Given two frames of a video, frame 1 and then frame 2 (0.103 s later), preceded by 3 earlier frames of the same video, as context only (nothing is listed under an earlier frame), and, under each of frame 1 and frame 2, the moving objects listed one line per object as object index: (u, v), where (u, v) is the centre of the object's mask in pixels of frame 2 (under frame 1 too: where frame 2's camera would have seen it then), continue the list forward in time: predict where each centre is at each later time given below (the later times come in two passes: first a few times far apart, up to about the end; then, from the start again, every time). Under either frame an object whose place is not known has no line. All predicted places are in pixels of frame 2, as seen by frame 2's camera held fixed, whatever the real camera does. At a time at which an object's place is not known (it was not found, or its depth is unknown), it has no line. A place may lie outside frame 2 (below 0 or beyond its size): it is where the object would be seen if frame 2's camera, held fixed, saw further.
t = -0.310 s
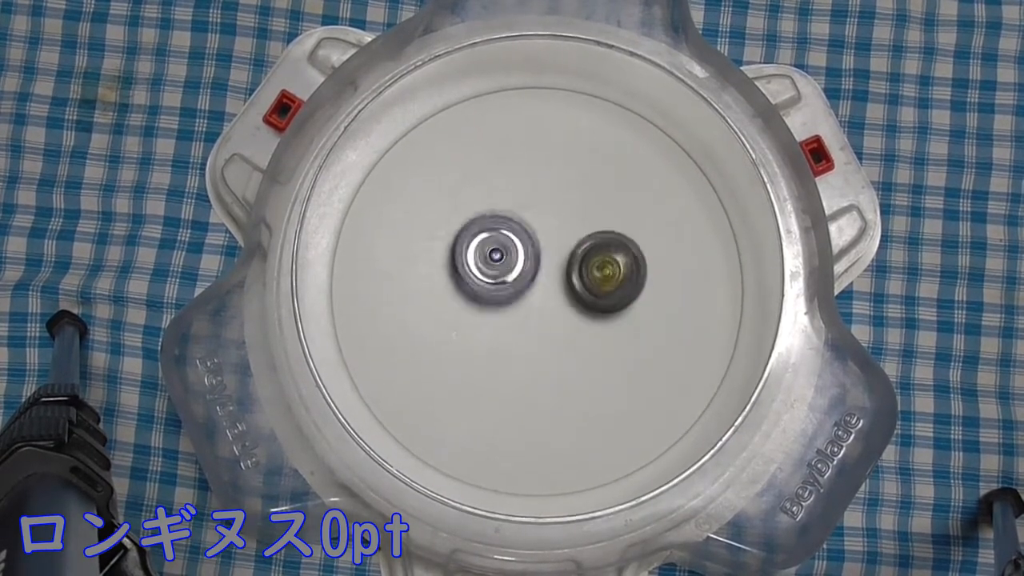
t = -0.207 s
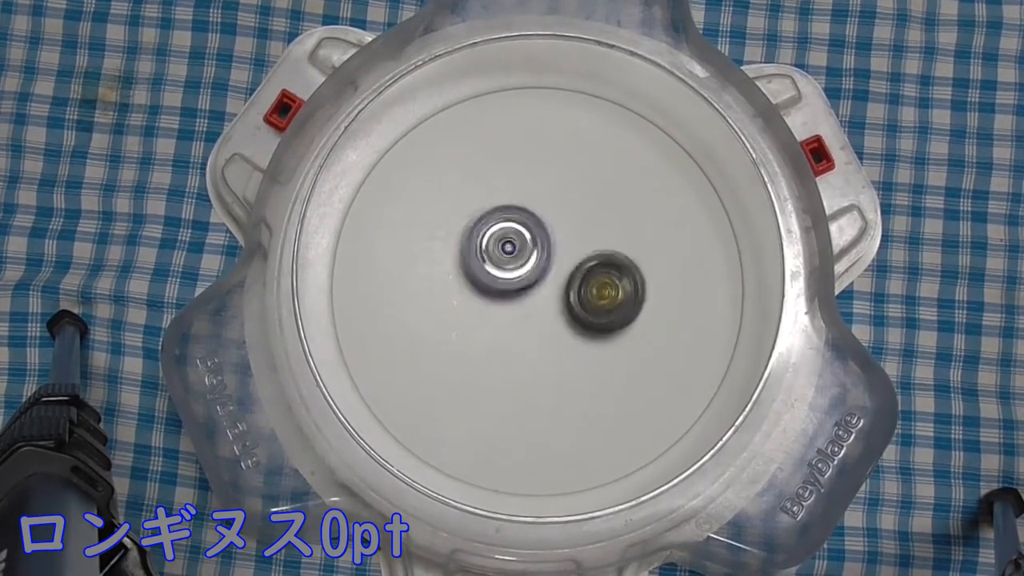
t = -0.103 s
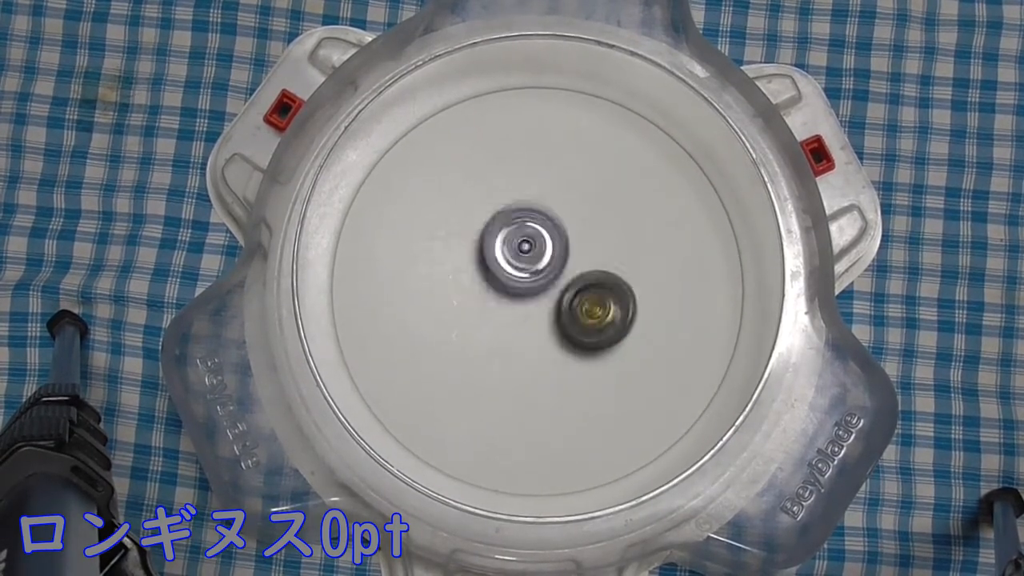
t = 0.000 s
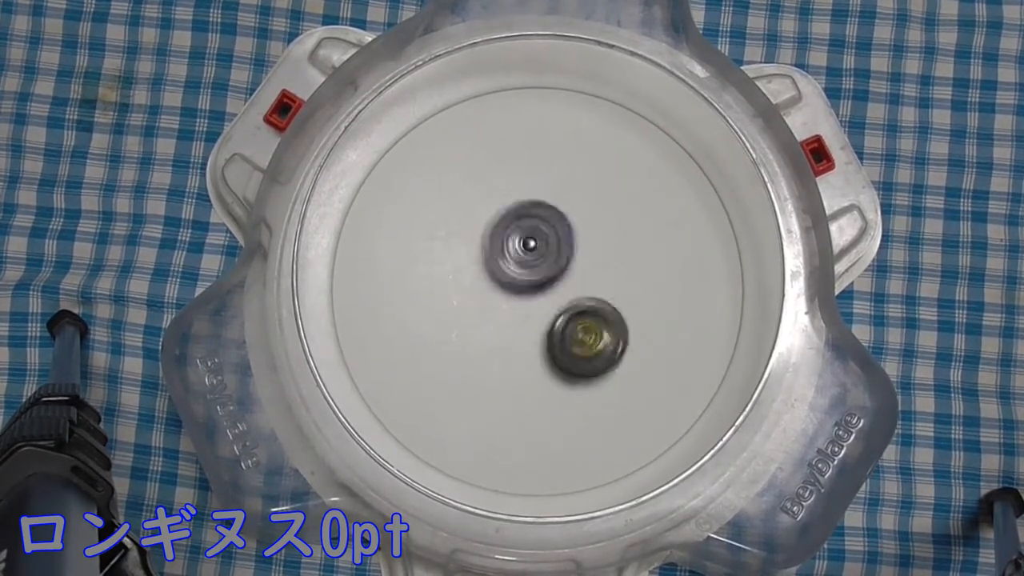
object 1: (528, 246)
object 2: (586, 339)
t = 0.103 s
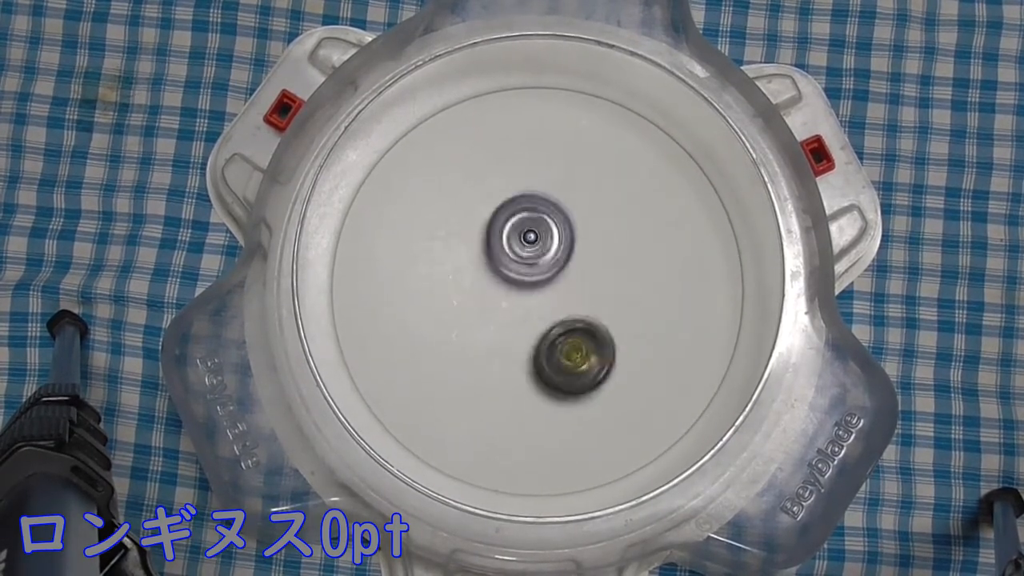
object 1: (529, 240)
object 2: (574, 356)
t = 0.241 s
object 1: (528, 236)
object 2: (545, 361)
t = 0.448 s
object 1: (535, 253)
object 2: (494, 342)
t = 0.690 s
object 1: (559, 261)
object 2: (470, 310)
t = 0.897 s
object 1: (577, 278)
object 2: (476, 271)
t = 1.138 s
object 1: (590, 300)
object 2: (514, 242)
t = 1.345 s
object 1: (590, 324)
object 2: (546, 234)
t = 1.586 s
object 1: (563, 347)
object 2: (575, 245)
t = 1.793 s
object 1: (521, 350)
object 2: (577, 262)
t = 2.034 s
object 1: (474, 364)
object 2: (576, 265)
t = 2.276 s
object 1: (469, 341)
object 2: (550, 272)
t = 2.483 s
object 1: (458, 317)
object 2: (561, 242)
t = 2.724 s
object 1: (472, 275)
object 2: (562, 236)
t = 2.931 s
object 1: (459, 266)
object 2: (586, 242)
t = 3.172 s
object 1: (470, 278)
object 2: (580, 268)
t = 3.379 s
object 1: (470, 287)
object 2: (598, 281)
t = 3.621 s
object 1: (477, 262)
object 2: (598, 295)
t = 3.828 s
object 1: (477, 255)
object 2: (587, 295)
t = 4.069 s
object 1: (479, 269)
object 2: (590, 289)
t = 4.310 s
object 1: (497, 259)
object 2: (593, 285)
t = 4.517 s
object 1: (492, 247)
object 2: (590, 291)
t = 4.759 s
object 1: (491, 253)
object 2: (577, 287)
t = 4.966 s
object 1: (490, 258)
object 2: (578, 287)
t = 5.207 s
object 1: (493, 257)
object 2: (581, 288)
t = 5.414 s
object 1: (502, 260)
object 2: (586, 296)
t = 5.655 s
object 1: (469, 249)
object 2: (592, 305)
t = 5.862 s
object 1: (500, 263)
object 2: (583, 297)
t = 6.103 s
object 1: (498, 240)
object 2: (581, 307)
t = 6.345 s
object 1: (492, 261)
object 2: (583, 312)
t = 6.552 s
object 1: (496, 268)
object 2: (585, 302)
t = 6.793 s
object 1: (491, 282)
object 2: (588, 299)
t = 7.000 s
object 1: (495, 286)
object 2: (586, 290)
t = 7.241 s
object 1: (496, 290)
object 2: (578, 286)
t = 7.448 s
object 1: (516, 311)
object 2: (591, 292)
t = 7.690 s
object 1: (524, 335)
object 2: (591, 283)
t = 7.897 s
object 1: (508, 324)
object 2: (575, 282)
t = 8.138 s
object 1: (490, 323)
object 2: (547, 264)
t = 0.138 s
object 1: (529, 238)
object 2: (568, 357)
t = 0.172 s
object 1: (528, 236)
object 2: (560, 360)
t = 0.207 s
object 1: (528, 236)
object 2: (552, 361)
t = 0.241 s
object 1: (528, 236)
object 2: (545, 361)
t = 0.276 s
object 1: (527, 238)
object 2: (537, 359)
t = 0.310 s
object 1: (528, 240)
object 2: (529, 357)
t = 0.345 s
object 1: (529, 246)
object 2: (516, 350)
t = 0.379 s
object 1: (530, 250)
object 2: (509, 344)
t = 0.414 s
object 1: (531, 255)
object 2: (503, 338)
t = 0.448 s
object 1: (535, 253)
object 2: (494, 342)
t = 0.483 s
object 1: (538, 253)
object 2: (487, 342)
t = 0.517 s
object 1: (543, 253)
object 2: (482, 340)
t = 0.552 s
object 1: (546, 254)
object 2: (478, 336)
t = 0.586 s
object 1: (550, 255)
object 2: (476, 329)
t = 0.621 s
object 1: (553, 257)
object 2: (474, 322)
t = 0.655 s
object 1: (557, 260)
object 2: (471, 316)
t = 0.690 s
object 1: (559, 261)
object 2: (470, 310)
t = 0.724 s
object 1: (561, 264)
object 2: (470, 303)
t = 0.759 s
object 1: (562, 267)
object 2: (472, 297)
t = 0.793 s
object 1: (564, 270)
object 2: (475, 289)
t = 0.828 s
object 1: (567, 273)
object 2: (475, 282)
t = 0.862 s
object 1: (573, 275)
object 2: (474, 275)
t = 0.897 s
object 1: (577, 278)
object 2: (476, 271)
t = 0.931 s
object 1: (581, 281)
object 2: (479, 267)
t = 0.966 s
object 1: (584, 284)
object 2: (485, 262)
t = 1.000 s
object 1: (586, 287)
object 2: (490, 257)
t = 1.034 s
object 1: (588, 290)
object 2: (497, 253)
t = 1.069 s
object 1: (588, 292)
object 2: (503, 249)
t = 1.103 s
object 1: (587, 296)
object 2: (509, 247)
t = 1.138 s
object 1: (590, 300)
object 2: (514, 242)
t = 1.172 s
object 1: (591, 300)
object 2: (519, 240)
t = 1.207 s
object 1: (590, 305)
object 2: (525, 239)
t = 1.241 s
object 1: (590, 309)
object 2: (531, 238)
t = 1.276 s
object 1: (592, 314)
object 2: (536, 235)
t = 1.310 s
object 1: (591, 318)
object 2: (541, 234)
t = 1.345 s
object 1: (590, 324)
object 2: (546, 234)
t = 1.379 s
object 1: (585, 331)
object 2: (556, 237)
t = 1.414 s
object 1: (583, 335)
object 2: (561, 239)
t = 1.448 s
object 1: (580, 336)
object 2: (565, 243)
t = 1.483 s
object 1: (575, 339)
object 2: (570, 243)
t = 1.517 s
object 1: (573, 343)
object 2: (573, 240)
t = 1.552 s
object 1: (568, 344)
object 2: (574, 241)
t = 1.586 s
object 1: (563, 347)
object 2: (575, 245)
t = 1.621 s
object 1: (557, 349)
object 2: (576, 247)
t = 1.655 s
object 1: (552, 349)
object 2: (577, 250)
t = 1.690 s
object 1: (545, 349)
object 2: (577, 253)
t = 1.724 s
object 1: (539, 348)
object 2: (576, 257)
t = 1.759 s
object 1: (533, 345)
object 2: (575, 263)
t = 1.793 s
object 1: (521, 350)
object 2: (577, 262)
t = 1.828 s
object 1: (508, 356)
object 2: (582, 260)
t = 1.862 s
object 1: (501, 359)
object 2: (584, 259)
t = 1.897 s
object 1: (496, 360)
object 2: (583, 260)
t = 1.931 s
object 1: (491, 360)
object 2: (581, 261)
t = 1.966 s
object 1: (486, 360)
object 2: (580, 262)
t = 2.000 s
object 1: (480, 363)
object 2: (579, 264)
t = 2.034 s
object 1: (474, 364)
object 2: (576, 265)
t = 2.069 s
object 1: (470, 365)
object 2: (573, 267)
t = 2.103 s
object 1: (468, 363)
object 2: (570, 269)
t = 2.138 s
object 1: (465, 360)
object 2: (567, 270)
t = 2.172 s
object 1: (464, 358)
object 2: (563, 270)
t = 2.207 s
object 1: (466, 353)
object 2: (558, 272)
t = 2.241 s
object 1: (467, 347)
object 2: (554, 272)
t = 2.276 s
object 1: (469, 341)
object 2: (550, 272)
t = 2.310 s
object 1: (471, 334)
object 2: (545, 272)
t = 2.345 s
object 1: (469, 332)
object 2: (548, 267)
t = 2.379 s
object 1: (463, 333)
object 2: (556, 258)
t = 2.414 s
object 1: (463, 327)
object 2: (562, 249)
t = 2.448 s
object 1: (460, 321)
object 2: (561, 246)
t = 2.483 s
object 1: (458, 317)
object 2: (561, 242)
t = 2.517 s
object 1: (459, 312)
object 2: (561, 240)
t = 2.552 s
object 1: (461, 305)
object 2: (561, 238)
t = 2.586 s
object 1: (461, 299)
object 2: (562, 237)
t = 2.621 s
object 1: (464, 294)
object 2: (562, 237)
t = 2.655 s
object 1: (467, 288)
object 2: (562, 236)
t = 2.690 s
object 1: (470, 282)
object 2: (563, 236)
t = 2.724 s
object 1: (472, 275)
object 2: (562, 236)
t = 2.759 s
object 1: (476, 270)
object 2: (562, 238)
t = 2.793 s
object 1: (472, 266)
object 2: (568, 238)
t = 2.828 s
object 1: (464, 266)
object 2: (577, 237)
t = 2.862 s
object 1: (458, 266)
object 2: (582, 239)
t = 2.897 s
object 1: (457, 267)
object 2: (584, 241)
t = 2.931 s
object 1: (459, 266)
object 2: (586, 242)
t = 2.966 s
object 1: (459, 266)
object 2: (587, 245)
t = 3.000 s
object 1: (459, 266)
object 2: (588, 249)
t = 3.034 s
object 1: (459, 267)
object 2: (587, 252)
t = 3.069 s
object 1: (461, 271)
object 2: (586, 255)
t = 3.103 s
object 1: (464, 274)
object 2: (586, 260)
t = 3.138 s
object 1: (467, 276)
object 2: (583, 264)
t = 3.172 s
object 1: (470, 278)
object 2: (580, 268)
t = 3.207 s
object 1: (474, 280)
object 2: (577, 273)
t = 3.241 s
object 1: (480, 282)
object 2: (574, 275)
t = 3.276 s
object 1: (471, 284)
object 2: (584, 278)
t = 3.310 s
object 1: (465, 283)
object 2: (595, 280)
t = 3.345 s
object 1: (465, 287)
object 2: (599, 280)
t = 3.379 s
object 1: (470, 287)
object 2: (598, 281)
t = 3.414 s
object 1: (475, 285)
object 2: (597, 282)
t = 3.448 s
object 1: (480, 284)
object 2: (592, 283)
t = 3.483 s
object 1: (485, 282)
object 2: (590, 284)
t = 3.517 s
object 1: (491, 278)
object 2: (587, 283)
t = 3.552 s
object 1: (493, 278)
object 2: (584, 284)
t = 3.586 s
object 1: (484, 269)
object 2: (592, 290)
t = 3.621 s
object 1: (477, 262)
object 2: (598, 295)
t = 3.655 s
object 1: (474, 257)
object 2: (596, 296)
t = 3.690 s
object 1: (473, 257)
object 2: (595, 295)
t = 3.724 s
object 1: (473, 257)
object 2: (595, 295)
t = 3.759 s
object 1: (474, 259)
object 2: (592, 295)
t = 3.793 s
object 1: (474, 257)
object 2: (589, 296)
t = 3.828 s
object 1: (477, 255)
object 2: (587, 295)
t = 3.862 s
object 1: (477, 256)
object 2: (584, 294)
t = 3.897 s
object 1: (478, 257)
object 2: (582, 292)
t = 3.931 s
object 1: (480, 261)
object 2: (578, 290)
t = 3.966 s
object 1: (482, 267)
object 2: (576, 288)
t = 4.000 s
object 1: (486, 268)
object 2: (574, 286)
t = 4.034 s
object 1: (482, 268)
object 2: (581, 288)
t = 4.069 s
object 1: (479, 269)
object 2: (590, 289)
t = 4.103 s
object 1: (478, 271)
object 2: (592, 290)
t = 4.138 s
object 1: (481, 269)
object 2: (591, 289)
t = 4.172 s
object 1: (485, 269)
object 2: (592, 286)
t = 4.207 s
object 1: (488, 268)
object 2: (594, 286)
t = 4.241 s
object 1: (491, 263)
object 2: (594, 285)
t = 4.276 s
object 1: (496, 261)
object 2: (594, 286)
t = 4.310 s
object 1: (497, 259)
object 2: (593, 285)
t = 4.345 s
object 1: (496, 256)
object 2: (593, 284)
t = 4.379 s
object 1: (499, 254)
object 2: (593, 284)
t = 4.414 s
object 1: (500, 254)
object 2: (591, 284)
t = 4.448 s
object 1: (500, 254)
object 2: (589, 283)
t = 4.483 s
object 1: (498, 250)
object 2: (590, 289)
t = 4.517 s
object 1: (492, 247)
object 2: (590, 291)
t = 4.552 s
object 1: (487, 247)
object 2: (588, 291)
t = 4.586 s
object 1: (485, 249)
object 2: (588, 290)
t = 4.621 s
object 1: (484, 252)
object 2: (587, 290)
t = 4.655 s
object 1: (484, 253)
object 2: (585, 290)
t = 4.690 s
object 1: (486, 254)
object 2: (582, 289)
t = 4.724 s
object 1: (489, 253)
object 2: (579, 288)
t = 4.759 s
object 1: (491, 253)
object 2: (577, 287)
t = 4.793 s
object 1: (491, 254)
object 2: (578, 287)
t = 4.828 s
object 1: (488, 251)
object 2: (578, 290)
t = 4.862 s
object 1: (488, 253)
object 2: (576, 290)
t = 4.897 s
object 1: (488, 257)
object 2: (573, 286)
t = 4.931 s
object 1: (490, 256)
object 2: (575, 285)
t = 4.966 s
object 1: (490, 258)
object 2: (578, 287)
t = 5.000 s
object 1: (490, 259)
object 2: (579, 287)
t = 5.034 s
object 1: (492, 258)
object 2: (579, 286)
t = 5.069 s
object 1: (492, 257)
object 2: (582, 288)
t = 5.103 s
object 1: (491, 254)
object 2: (583, 290)
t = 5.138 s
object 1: (489, 254)
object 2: (580, 290)
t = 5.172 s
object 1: (491, 254)
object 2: (580, 287)
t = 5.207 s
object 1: (493, 257)
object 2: (581, 288)
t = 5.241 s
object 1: (496, 258)
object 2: (582, 289)
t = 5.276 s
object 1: (495, 259)
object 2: (587, 295)
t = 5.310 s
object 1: (494, 262)
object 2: (586, 297)
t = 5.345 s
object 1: (497, 262)
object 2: (585, 296)
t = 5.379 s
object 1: (499, 262)
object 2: (585, 295)
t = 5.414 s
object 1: (502, 260)
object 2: (586, 296)
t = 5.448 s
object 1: (506, 257)
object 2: (584, 296)
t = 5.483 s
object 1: (496, 251)
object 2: (591, 304)
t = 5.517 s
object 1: (479, 243)
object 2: (598, 310)
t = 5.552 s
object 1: (475, 246)
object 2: (595, 311)
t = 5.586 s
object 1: (472, 247)
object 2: (593, 309)
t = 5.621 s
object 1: (469, 250)
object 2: (592, 306)
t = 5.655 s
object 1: (469, 249)
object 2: (592, 305)
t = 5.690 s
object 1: (472, 250)
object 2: (590, 305)
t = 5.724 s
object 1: (475, 256)
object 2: (586, 303)
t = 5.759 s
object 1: (480, 259)
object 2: (583, 300)
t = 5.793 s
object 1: (484, 263)
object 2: (581, 298)
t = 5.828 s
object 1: (494, 266)
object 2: (581, 296)
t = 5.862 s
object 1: (500, 263)
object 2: (583, 297)
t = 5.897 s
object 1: (507, 261)
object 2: (582, 299)
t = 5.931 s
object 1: (509, 254)
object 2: (582, 304)
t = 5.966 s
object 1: (508, 253)
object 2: (580, 307)
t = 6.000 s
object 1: (506, 247)
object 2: (581, 310)
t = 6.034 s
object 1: (500, 243)
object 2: (580, 309)
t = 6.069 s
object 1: (500, 239)
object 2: (579, 306)
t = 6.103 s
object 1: (498, 240)
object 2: (581, 307)
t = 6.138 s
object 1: (498, 242)
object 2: (583, 308)
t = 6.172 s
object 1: (496, 244)
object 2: (583, 308)
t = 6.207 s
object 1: (495, 248)
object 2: (579, 308)
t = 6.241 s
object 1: (496, 252)
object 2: (576, 308)
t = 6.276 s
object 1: (497, 259)
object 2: (575, 307)
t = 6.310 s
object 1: (495, 264)
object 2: (578, 309)
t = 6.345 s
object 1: (492, 261)
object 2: (583, 312)
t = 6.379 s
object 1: (490, 260)
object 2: (583, 314)
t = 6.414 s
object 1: (490, 262)
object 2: (581, 313)
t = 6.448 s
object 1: (491, 262)
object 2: (580, 310)
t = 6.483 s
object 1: (490, 265)
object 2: (580, 306)
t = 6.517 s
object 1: (494, 267)
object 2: (583, 302)
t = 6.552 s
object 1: (496, 268)
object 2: (585, 302)
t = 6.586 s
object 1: (496, 268)
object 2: (585, 302)
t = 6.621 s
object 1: (496, 270)
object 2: (583, 300)
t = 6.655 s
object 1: (498, 271)
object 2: (582, 297)
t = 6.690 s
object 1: (498, 274)
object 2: (583, 294)
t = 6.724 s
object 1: (496, 278)
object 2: (585, 293)
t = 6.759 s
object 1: (492, 281)
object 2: (590, 295)
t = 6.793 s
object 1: (491, 282)
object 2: (588, 299)
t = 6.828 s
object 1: (491, 283)
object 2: (584, 300)
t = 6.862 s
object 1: (491, 284)
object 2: (581, 294)
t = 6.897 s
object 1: (491, 285)
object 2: (581, 291)
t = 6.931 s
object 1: (494, 285)
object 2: (584, 288)
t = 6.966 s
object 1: (495, 285)
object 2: (585, 287)
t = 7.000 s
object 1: (495, 286)
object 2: (586, 290)
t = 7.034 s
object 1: (498, 284)
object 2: (586, 292)
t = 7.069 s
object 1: (497, 284)
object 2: (586, 292)
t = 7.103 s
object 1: (495, 285)
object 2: (586, 293)
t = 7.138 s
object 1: (494, 286)
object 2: (586, 295)
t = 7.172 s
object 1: (494, 288)
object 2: (582, 295)
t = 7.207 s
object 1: (495, 289)
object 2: (579, 291)
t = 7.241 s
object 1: (496, 290)
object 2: (578, 286)
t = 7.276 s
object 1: (498, 292)
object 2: (580, 284)
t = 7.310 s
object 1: (500, 295)
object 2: (587, 280)
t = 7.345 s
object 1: (504, 299)
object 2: (591, 283)
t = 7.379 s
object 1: (510, 302)
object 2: (593, 289)
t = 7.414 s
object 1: (512, 306)
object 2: (591, 290)
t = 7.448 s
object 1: (516, 311)
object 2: (591, 292)
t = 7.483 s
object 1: (520, 316)
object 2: (594, 293)
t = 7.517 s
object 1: (523, 322)
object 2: (593, 293)
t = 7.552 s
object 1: (524, 330)
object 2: (590, 290)
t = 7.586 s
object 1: (523, 332)
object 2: (590, 289)
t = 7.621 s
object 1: (524, 333)
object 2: (591, 284)
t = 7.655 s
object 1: (524, 334)
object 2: (590, 284)
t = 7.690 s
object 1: (524, 335)
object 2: (591, 283)
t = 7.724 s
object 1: (524, 334)
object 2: (588, 283)
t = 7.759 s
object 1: (523, 333)
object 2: (586, 284)
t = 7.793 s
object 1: (522, 332)
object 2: (580, 284)
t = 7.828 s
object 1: (519, 330)
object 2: (578, 284)
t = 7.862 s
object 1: (514, 327)
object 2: (574, 283)
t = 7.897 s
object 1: (508, 324)
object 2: (575, 282)
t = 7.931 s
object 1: (503, 323)
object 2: (574, 280)
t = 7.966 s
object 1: (498, 322)
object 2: (570, 277)
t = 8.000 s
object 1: (494, 322)
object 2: (569, 275)
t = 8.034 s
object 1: (492, 323)
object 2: (564, 273)
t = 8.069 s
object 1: (491, 324)
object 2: (557, 270)
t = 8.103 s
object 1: (491, 323)
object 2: (552, 267)
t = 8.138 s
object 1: (490, 323)
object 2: (547, 264)
